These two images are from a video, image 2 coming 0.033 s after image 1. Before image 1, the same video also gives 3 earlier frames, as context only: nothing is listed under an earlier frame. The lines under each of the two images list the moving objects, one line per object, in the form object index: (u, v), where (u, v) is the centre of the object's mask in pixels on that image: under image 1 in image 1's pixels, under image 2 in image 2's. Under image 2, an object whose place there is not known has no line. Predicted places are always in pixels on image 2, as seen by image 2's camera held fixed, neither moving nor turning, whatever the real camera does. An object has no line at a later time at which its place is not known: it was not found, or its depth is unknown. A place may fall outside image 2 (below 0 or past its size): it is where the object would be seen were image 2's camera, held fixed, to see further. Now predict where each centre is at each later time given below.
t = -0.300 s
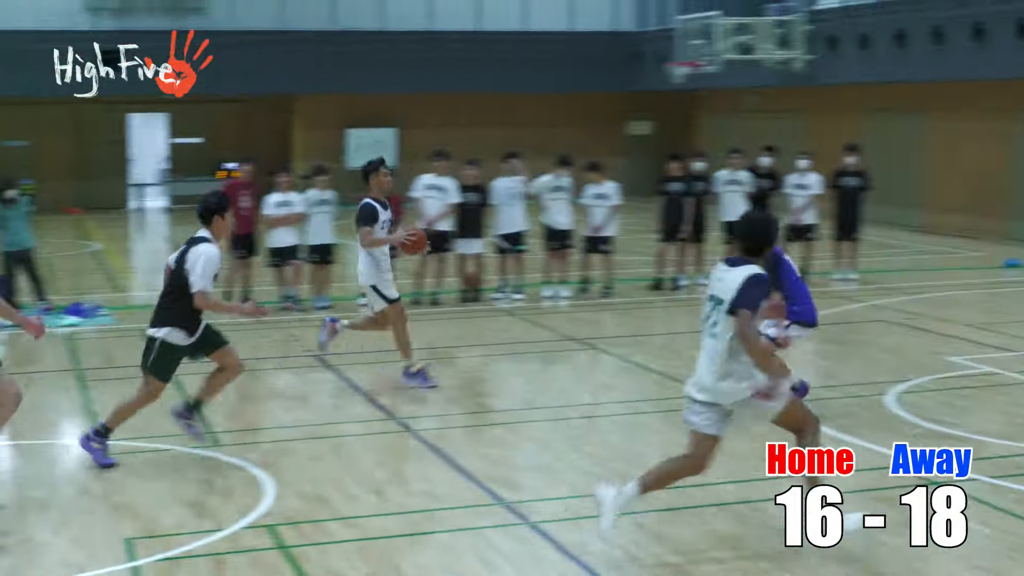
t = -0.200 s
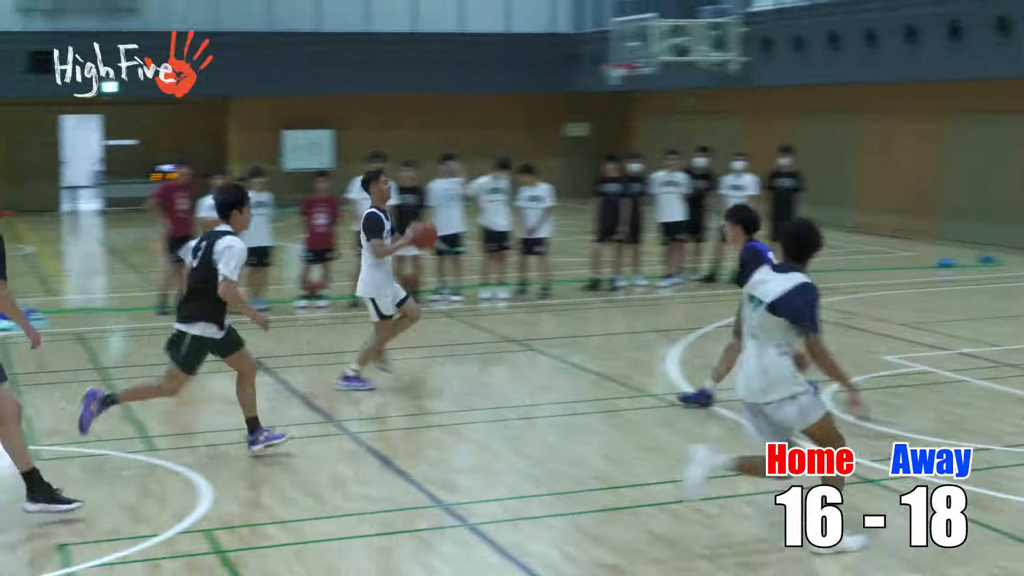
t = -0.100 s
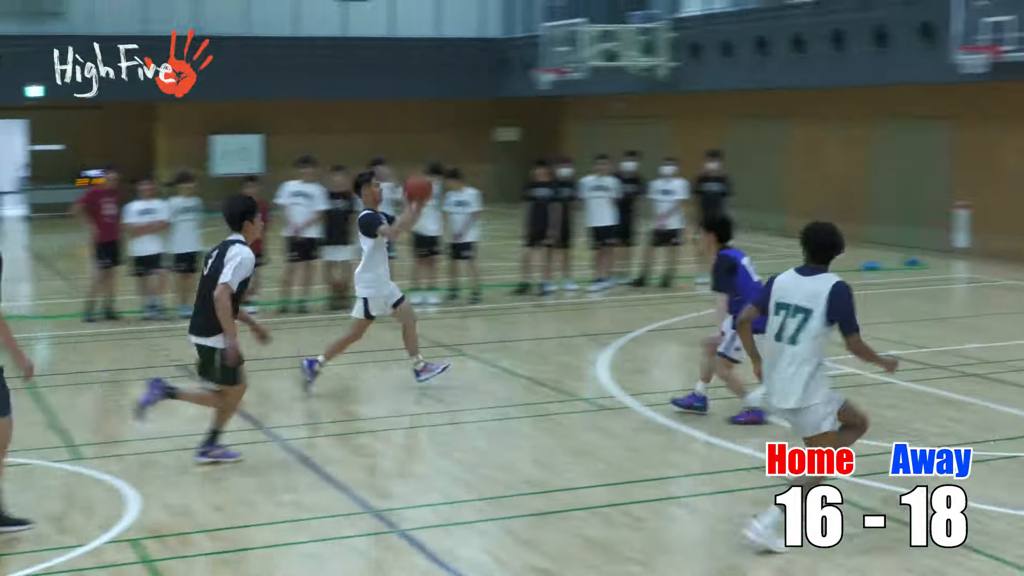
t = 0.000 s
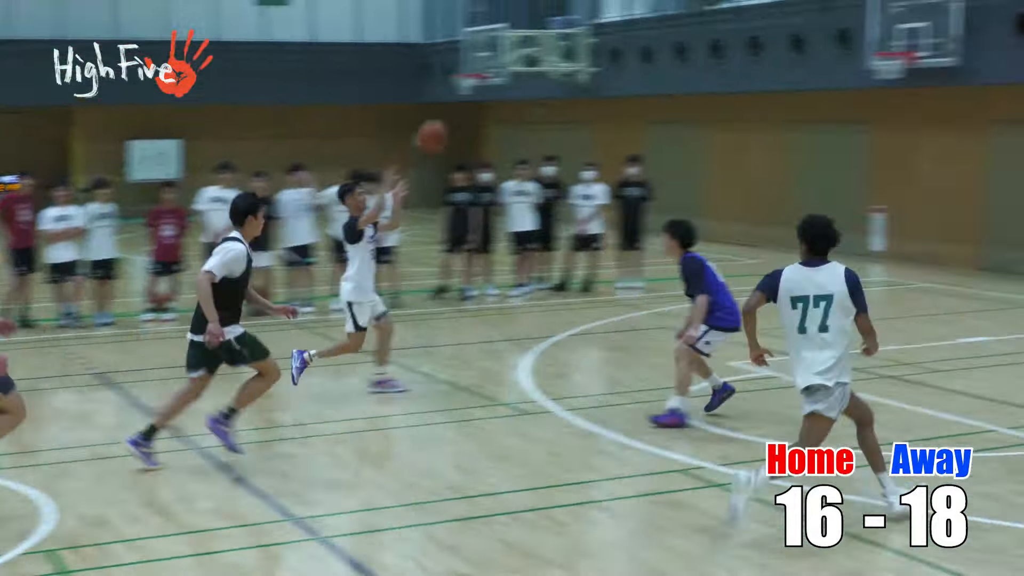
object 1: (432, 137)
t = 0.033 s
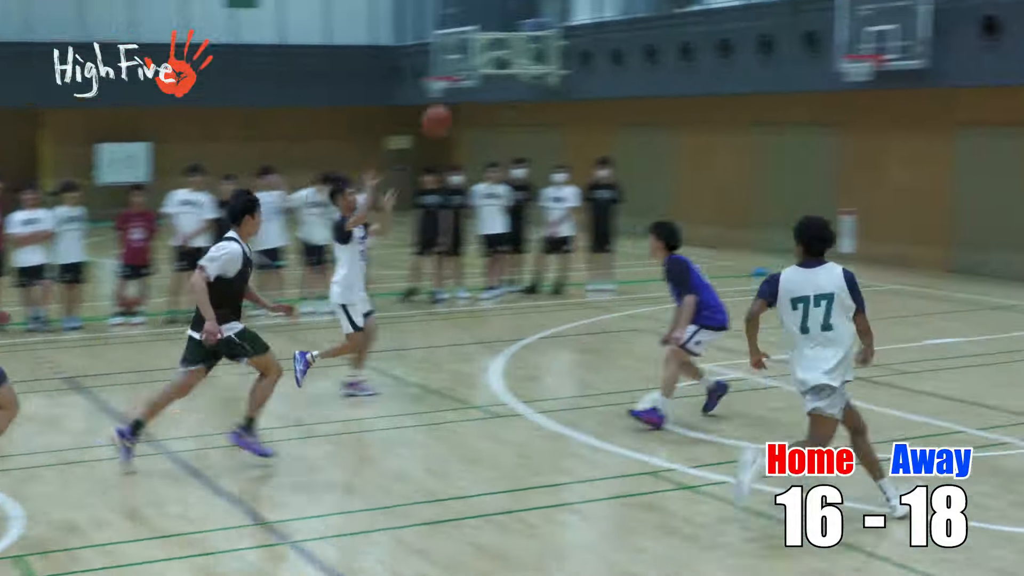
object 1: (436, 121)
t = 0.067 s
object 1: (465, 107)
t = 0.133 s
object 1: (527, 77)
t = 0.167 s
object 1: (558, 65)
